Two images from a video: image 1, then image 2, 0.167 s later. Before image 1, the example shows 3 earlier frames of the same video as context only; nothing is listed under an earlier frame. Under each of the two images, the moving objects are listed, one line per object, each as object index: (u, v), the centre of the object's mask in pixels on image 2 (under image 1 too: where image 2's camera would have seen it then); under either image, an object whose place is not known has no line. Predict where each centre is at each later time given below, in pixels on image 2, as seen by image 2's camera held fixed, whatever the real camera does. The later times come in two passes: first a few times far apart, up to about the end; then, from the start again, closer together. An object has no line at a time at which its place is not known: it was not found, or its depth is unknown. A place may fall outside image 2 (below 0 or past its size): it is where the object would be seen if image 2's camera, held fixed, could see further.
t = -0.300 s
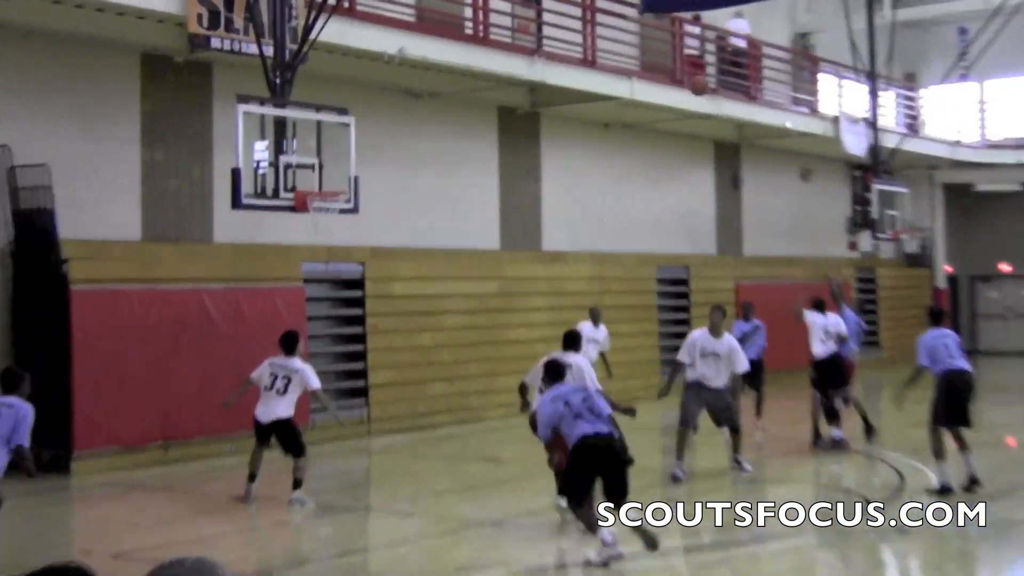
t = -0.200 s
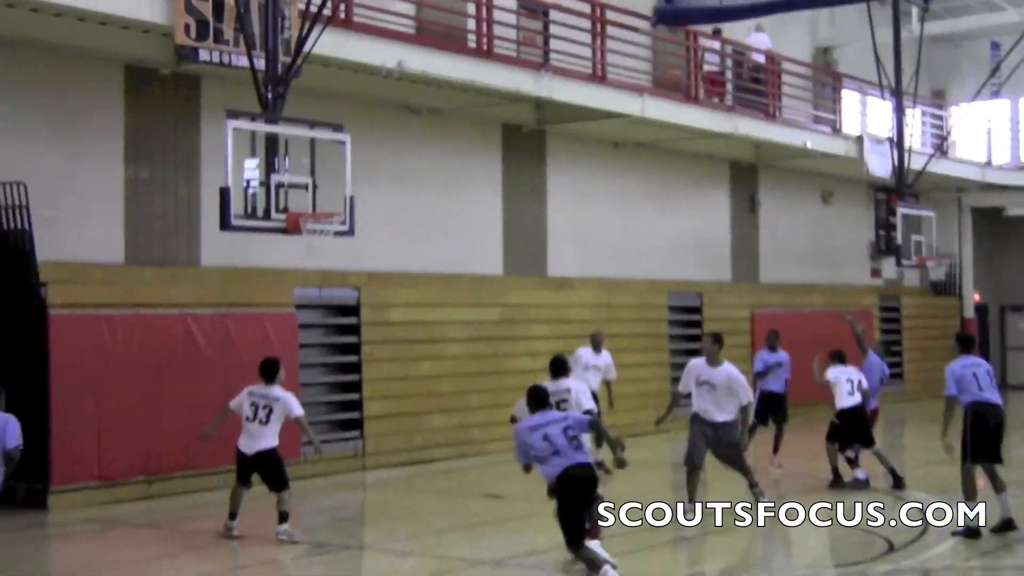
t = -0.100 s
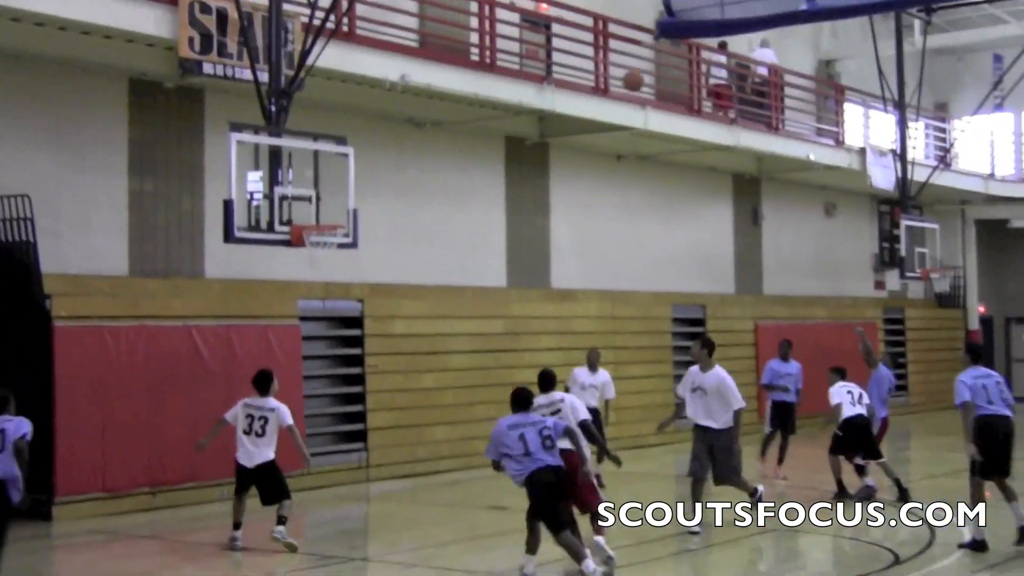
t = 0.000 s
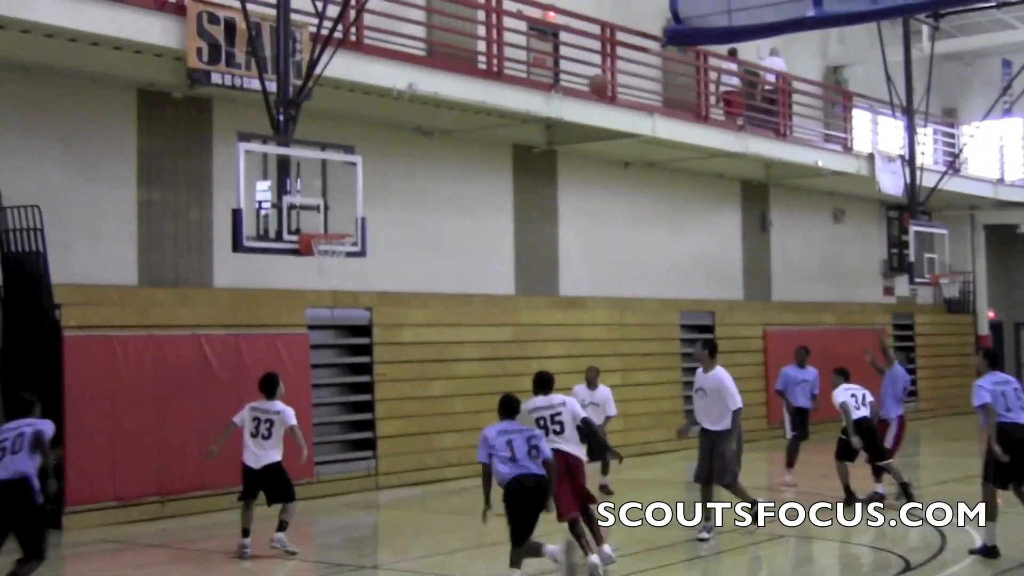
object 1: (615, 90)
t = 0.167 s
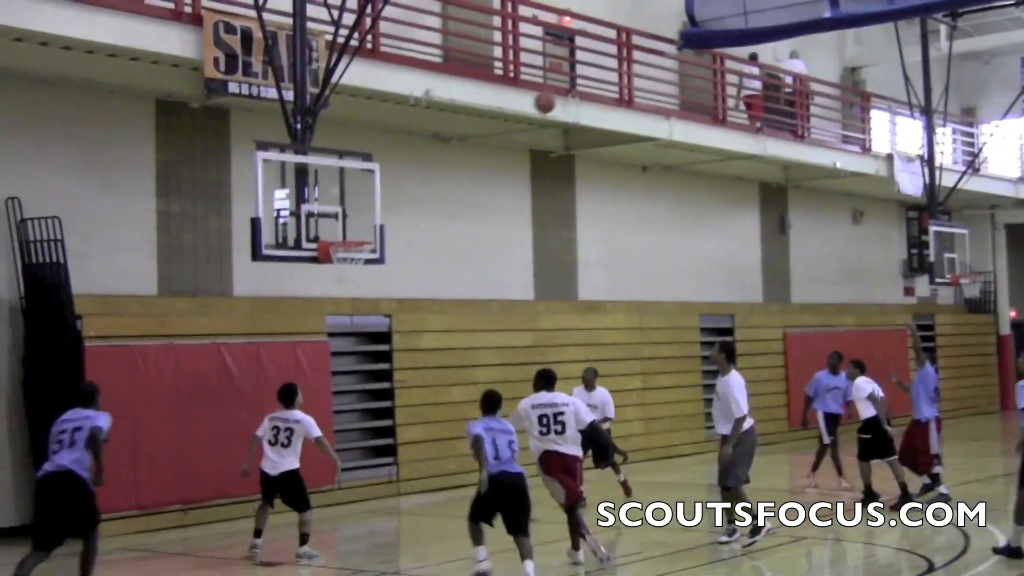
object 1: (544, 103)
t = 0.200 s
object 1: (530, 109)
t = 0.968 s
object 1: (561, 263)
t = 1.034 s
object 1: (591, 281)
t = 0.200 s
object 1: (530, 109)
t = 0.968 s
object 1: (561, 263)
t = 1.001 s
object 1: (577, 271)
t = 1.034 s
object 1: (591, 281)
